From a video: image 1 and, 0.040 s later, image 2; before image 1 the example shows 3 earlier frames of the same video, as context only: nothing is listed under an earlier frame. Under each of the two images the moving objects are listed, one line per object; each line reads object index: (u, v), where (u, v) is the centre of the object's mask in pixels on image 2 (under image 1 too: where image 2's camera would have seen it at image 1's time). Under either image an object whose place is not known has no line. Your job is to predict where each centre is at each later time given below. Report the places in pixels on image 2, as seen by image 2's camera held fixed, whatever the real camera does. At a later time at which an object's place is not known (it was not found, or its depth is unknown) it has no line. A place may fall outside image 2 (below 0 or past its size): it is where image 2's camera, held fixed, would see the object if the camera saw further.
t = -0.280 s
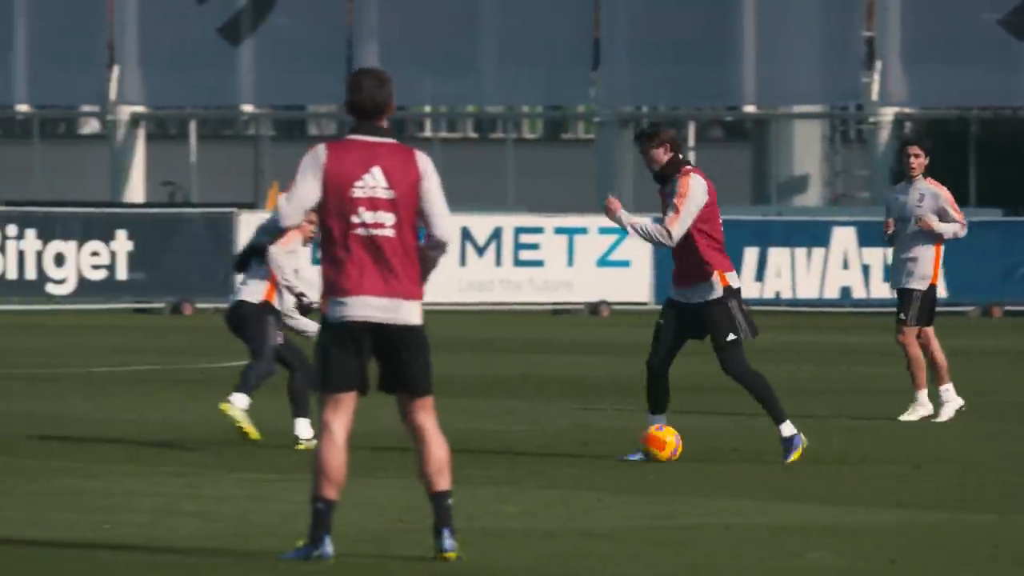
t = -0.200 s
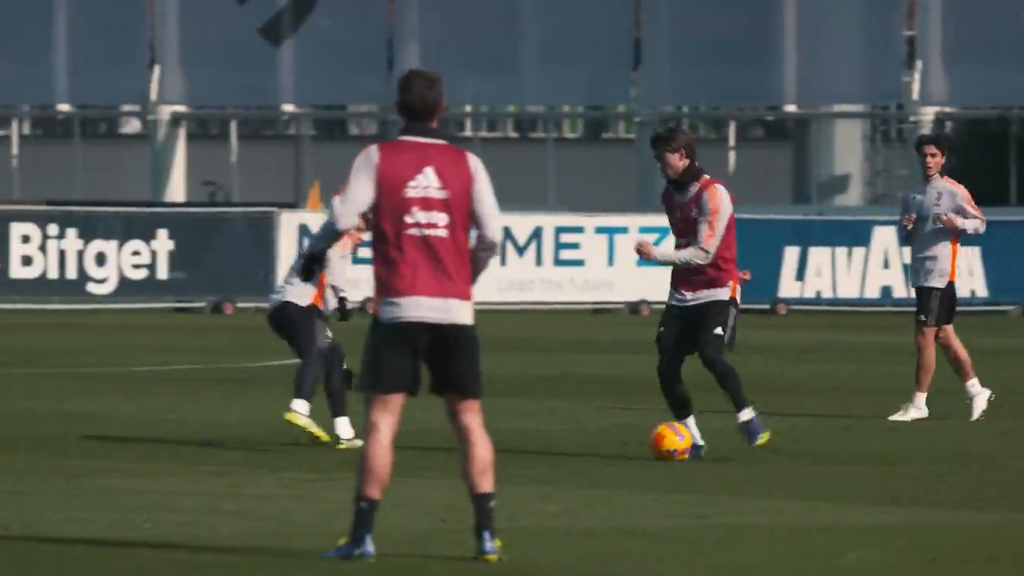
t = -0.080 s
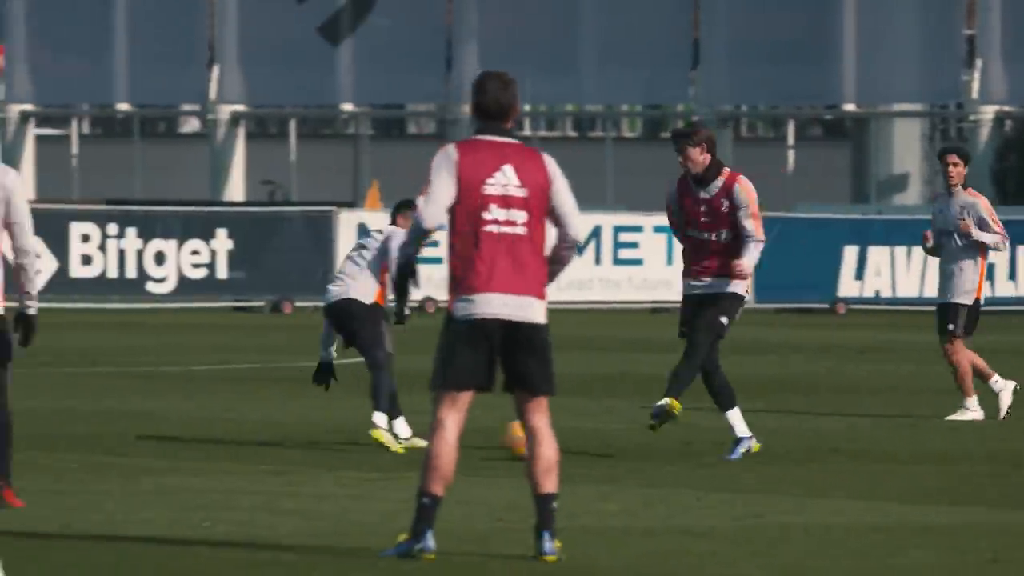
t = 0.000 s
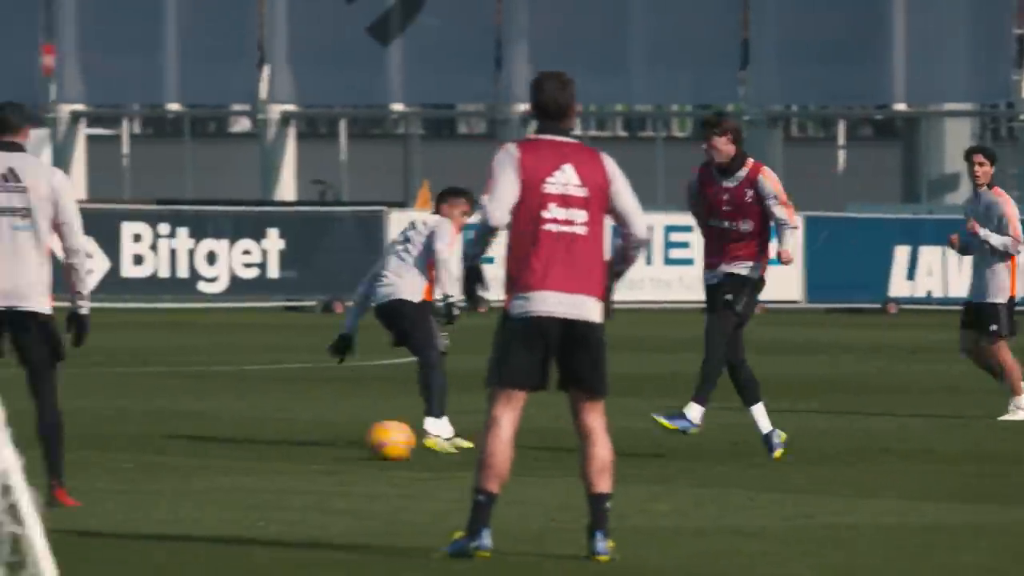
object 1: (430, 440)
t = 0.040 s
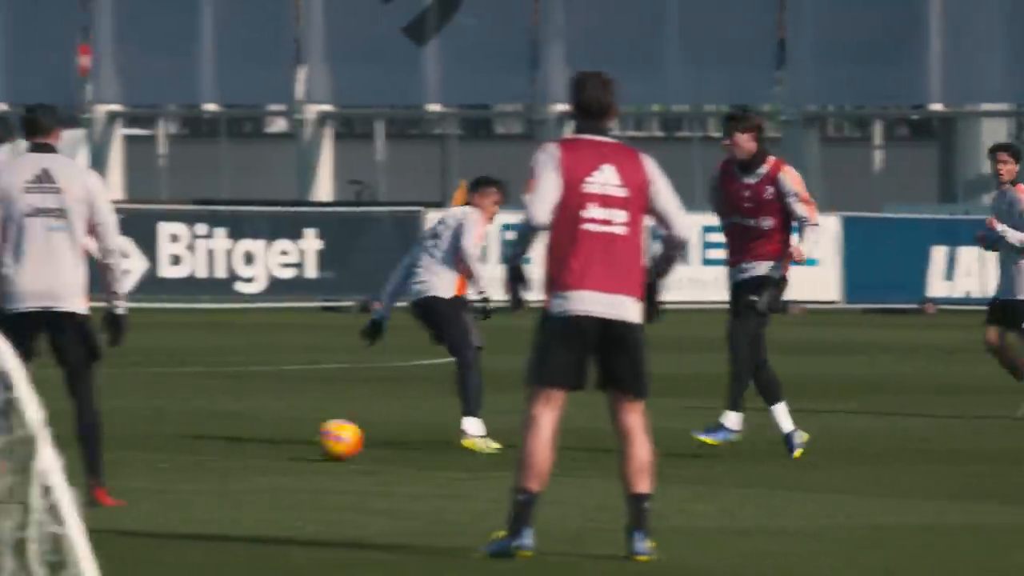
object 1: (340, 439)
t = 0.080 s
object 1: (250, 440)
